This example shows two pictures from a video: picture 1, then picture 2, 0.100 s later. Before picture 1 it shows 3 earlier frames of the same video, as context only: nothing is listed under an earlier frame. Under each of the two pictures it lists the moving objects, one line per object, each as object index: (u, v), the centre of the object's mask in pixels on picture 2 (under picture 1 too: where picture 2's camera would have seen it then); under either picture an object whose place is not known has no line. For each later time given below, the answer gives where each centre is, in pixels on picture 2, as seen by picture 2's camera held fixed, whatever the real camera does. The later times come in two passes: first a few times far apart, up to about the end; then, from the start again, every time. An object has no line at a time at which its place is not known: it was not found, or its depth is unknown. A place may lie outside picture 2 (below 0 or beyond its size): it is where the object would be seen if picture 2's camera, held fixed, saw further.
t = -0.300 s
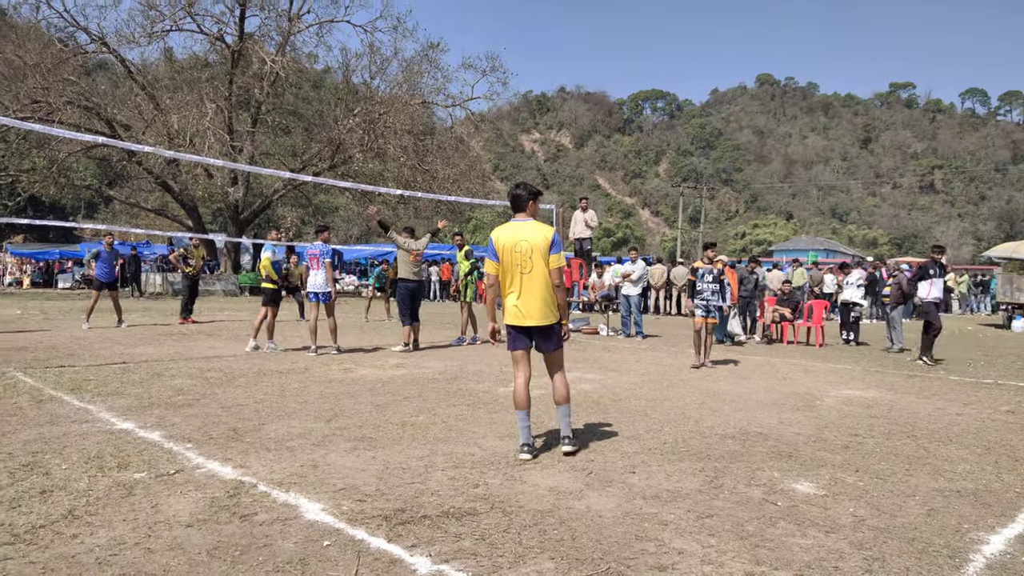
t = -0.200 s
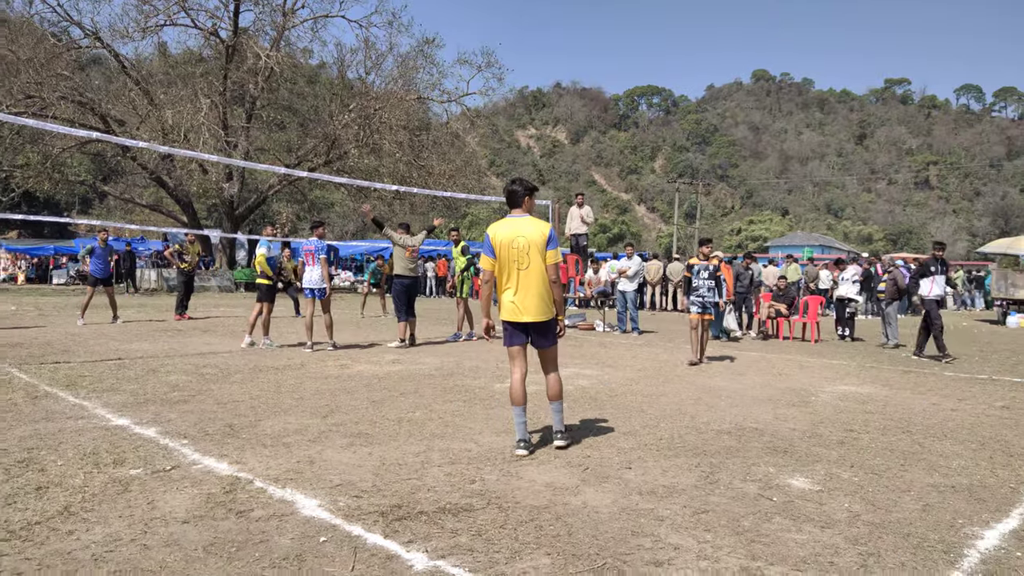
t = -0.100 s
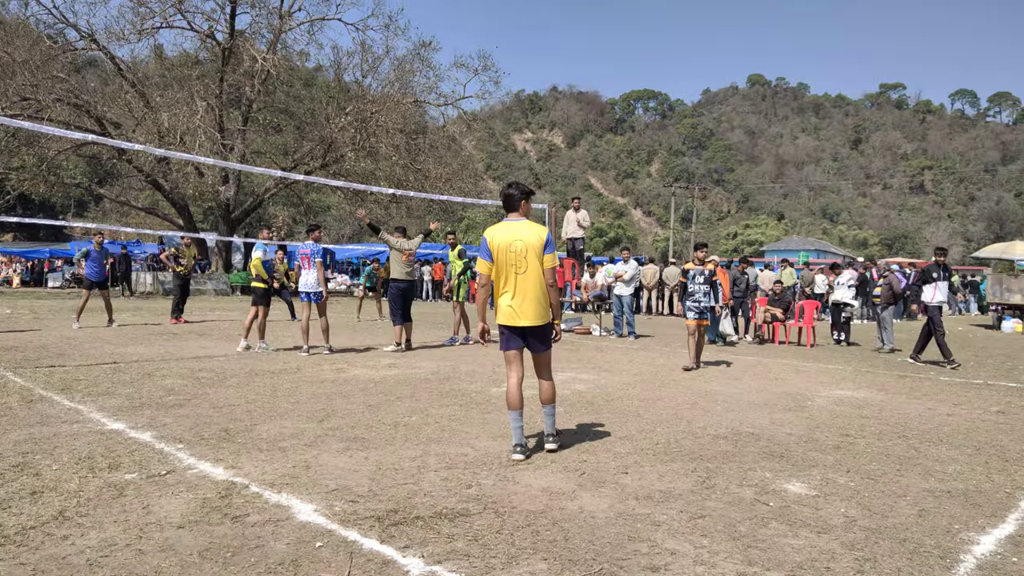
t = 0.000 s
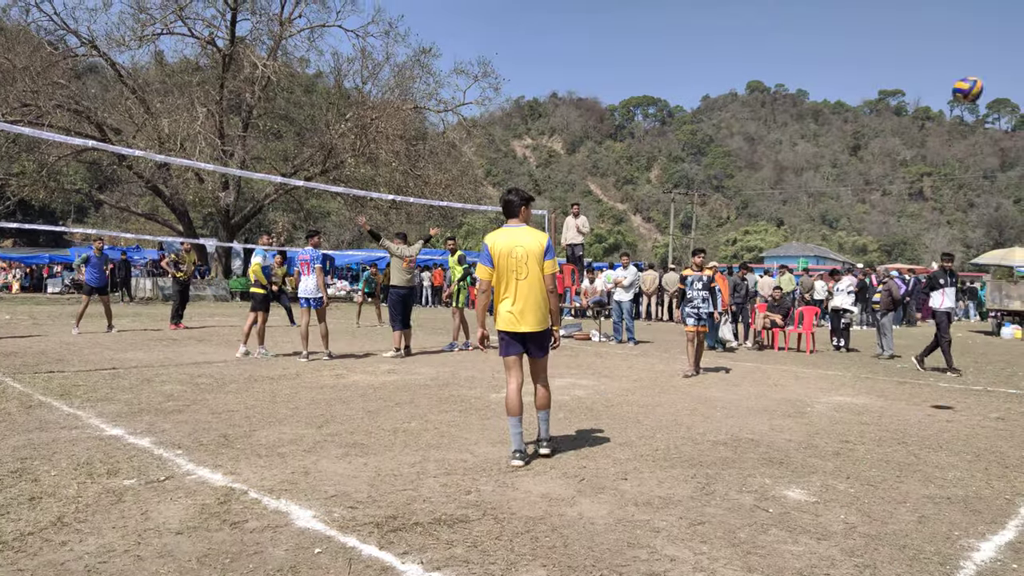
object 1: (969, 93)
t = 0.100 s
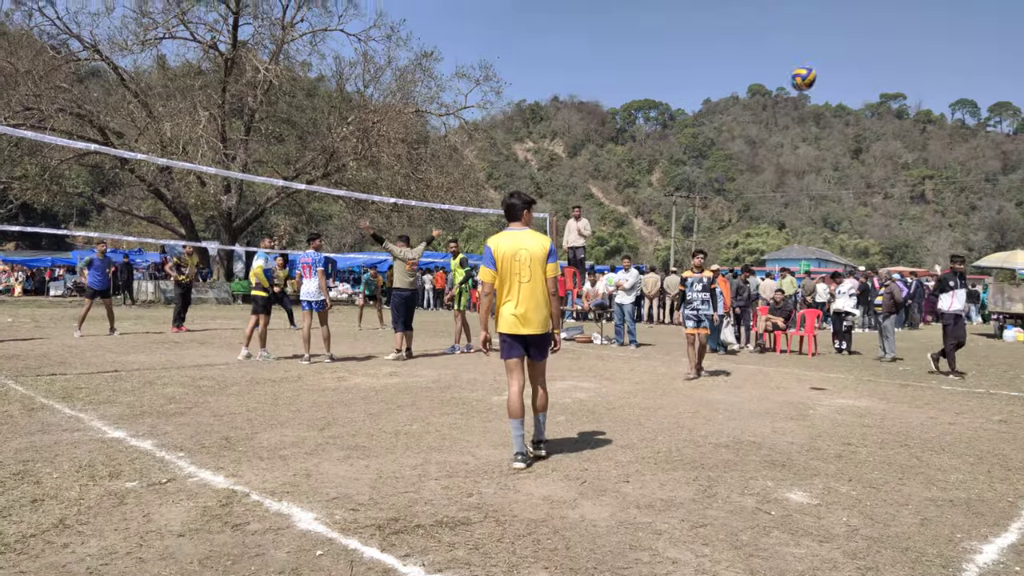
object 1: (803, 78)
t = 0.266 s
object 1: (619, 79)
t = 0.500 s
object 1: (463, 105)
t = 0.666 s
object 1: (389, 134)
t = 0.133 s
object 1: (758, 77)
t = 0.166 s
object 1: (718, 77)
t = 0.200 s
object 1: (682, 77)
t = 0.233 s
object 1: (649, 78)
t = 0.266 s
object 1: (619, 79)
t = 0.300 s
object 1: (592, 81)
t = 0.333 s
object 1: (566, 84)
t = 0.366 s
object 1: (543, 88)
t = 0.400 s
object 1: (521, 92)
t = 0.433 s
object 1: (500, 96)
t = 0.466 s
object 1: (481, 100)
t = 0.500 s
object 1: (463, 105)
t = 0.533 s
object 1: (446, 110)
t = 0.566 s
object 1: (430, 116)
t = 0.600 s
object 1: (416, 121)
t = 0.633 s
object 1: (402, 128)
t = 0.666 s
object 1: (389, 134)
